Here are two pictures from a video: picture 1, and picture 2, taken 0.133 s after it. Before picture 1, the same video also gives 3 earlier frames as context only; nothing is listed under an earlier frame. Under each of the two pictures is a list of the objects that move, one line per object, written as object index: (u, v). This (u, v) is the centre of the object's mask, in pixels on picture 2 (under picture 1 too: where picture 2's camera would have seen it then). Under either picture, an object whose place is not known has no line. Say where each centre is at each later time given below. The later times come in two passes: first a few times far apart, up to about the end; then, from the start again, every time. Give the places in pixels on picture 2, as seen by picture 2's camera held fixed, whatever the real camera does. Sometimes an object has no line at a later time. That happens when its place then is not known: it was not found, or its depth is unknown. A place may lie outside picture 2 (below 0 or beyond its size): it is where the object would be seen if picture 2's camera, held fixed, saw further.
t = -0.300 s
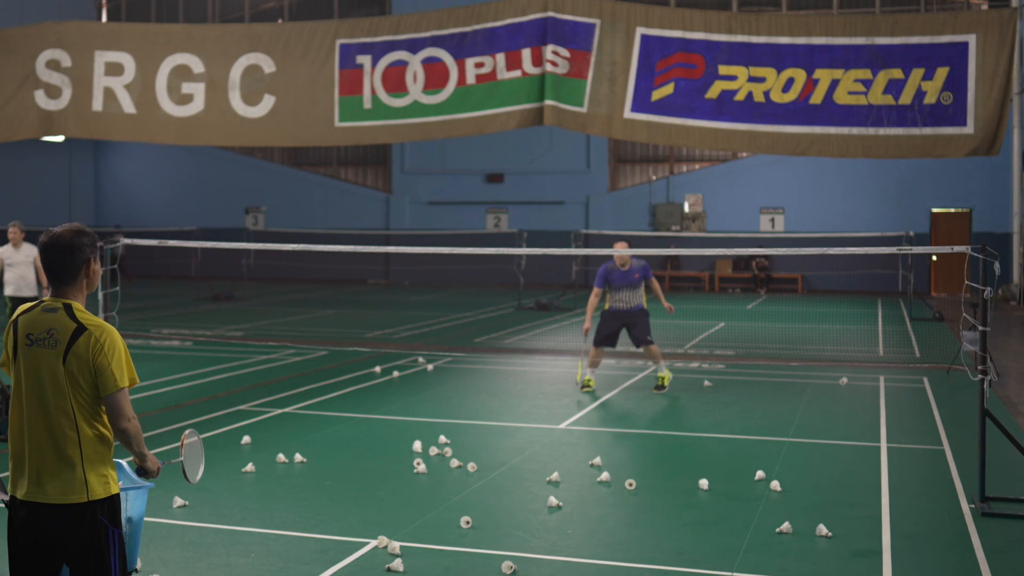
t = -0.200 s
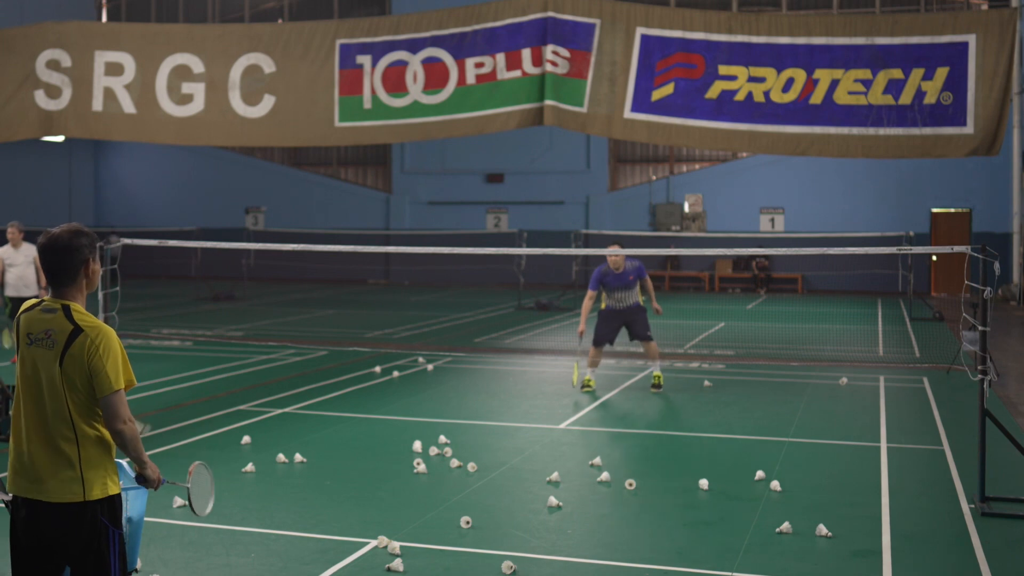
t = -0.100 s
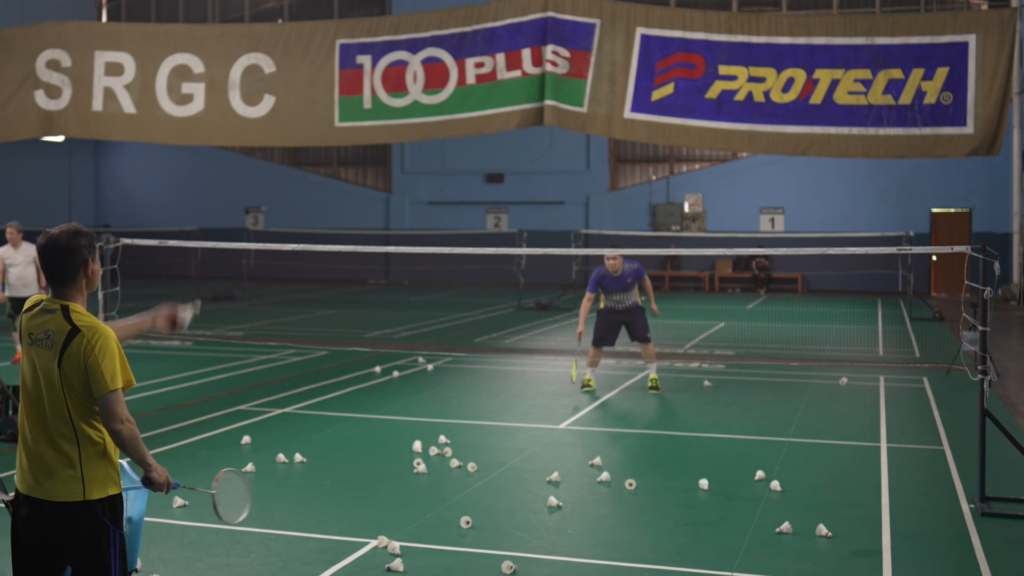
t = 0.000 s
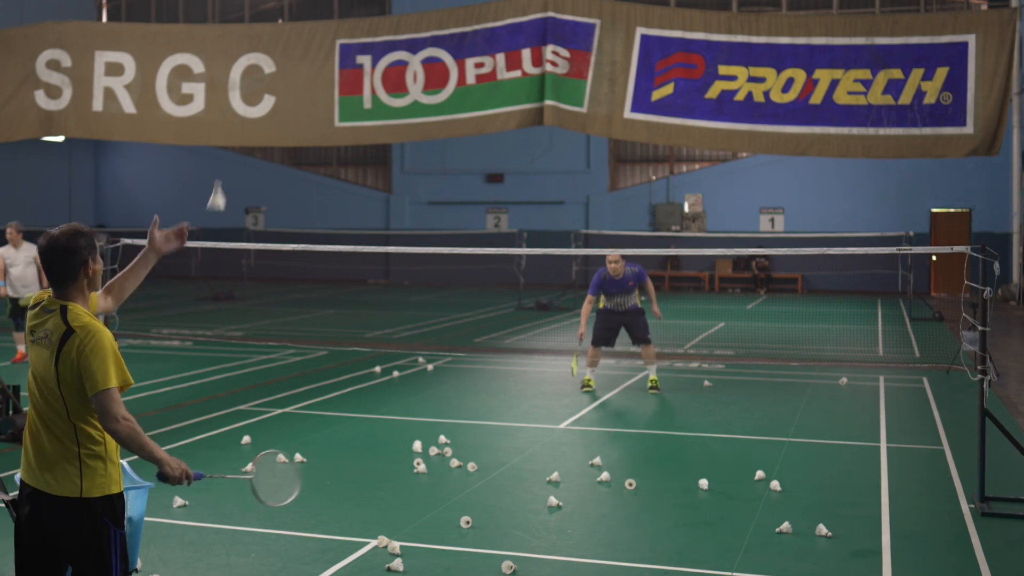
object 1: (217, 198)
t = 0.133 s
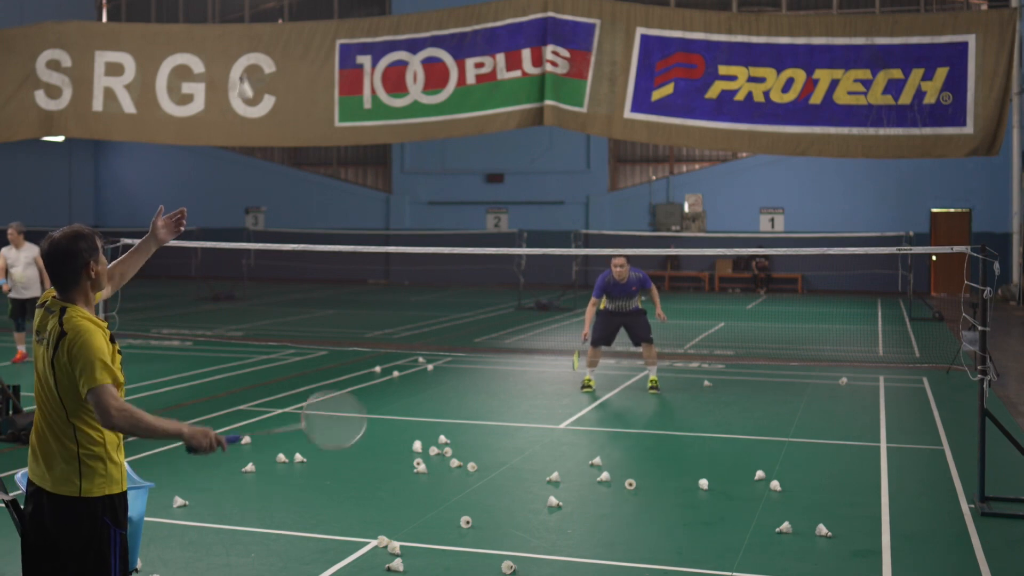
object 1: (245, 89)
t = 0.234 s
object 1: (258, 38)
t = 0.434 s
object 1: (287, 12)
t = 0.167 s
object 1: (249, 69)
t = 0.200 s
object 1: (253, 52)
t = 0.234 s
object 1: (258, 38)
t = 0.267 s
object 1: (262, 27)
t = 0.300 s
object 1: (267, 18)
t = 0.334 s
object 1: (272, 12)
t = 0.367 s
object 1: (277, 10)
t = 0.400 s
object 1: (282, 9)
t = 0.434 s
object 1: (287, 12)
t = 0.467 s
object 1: (292, 17)
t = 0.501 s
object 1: (298, 25)
